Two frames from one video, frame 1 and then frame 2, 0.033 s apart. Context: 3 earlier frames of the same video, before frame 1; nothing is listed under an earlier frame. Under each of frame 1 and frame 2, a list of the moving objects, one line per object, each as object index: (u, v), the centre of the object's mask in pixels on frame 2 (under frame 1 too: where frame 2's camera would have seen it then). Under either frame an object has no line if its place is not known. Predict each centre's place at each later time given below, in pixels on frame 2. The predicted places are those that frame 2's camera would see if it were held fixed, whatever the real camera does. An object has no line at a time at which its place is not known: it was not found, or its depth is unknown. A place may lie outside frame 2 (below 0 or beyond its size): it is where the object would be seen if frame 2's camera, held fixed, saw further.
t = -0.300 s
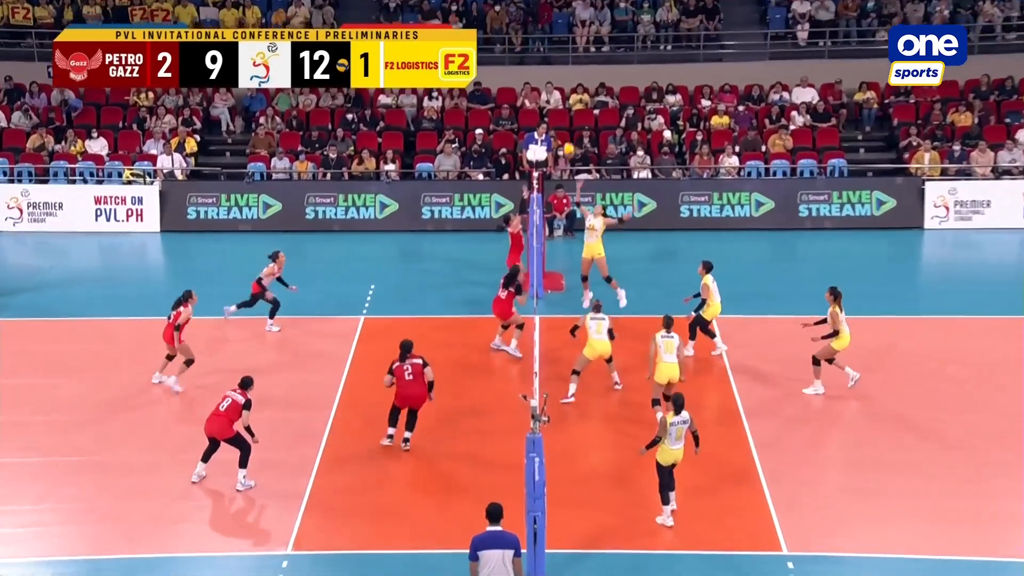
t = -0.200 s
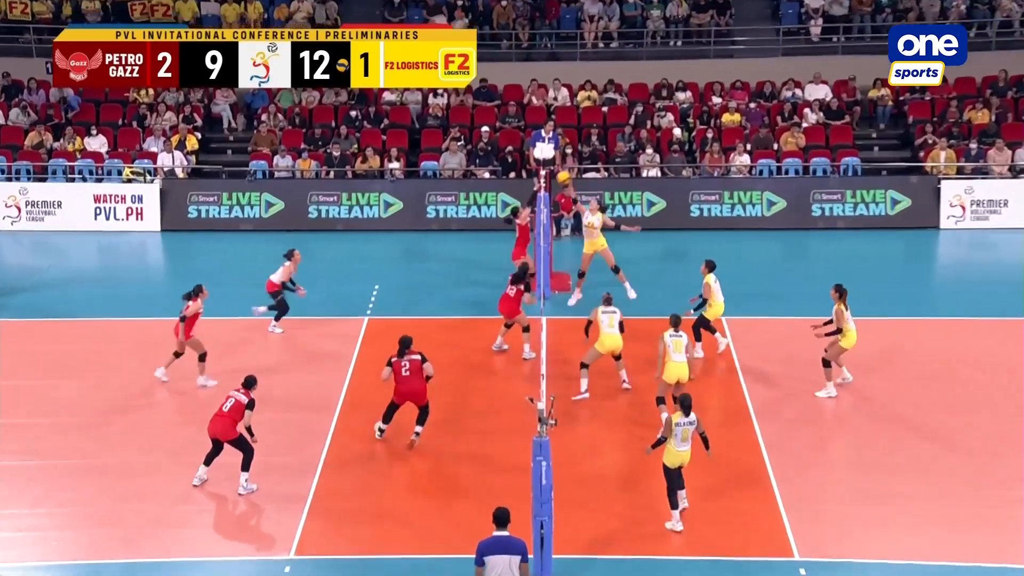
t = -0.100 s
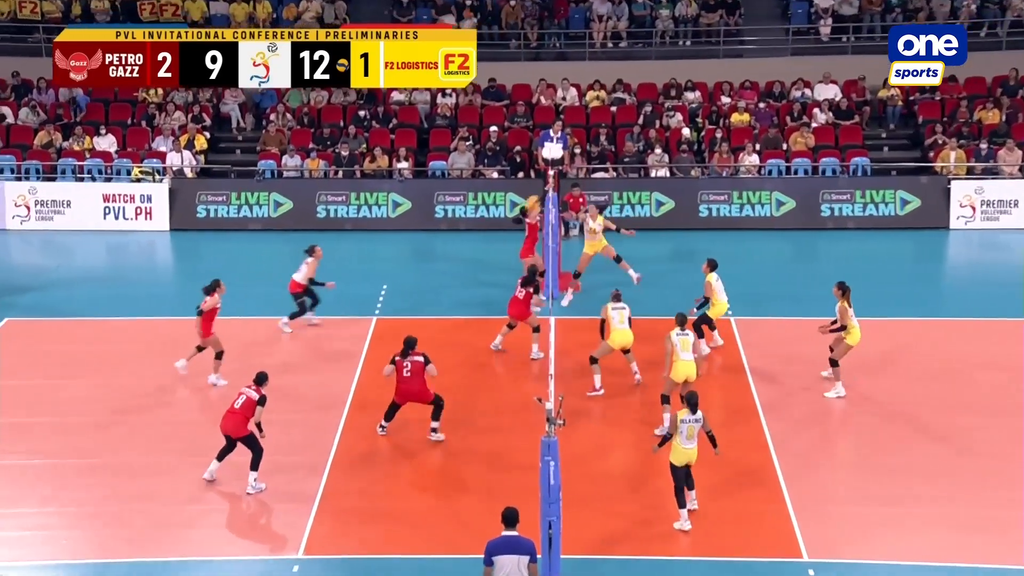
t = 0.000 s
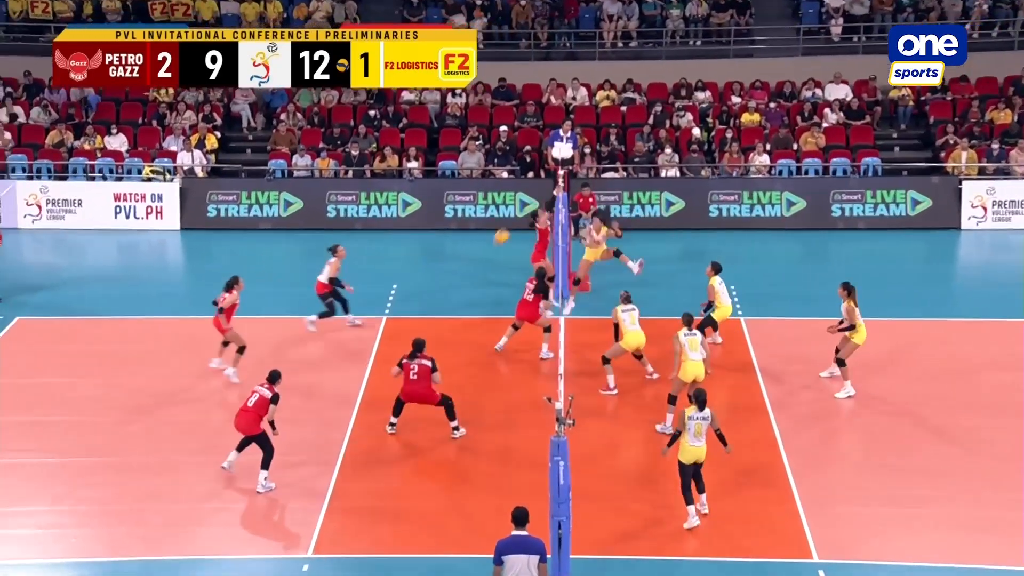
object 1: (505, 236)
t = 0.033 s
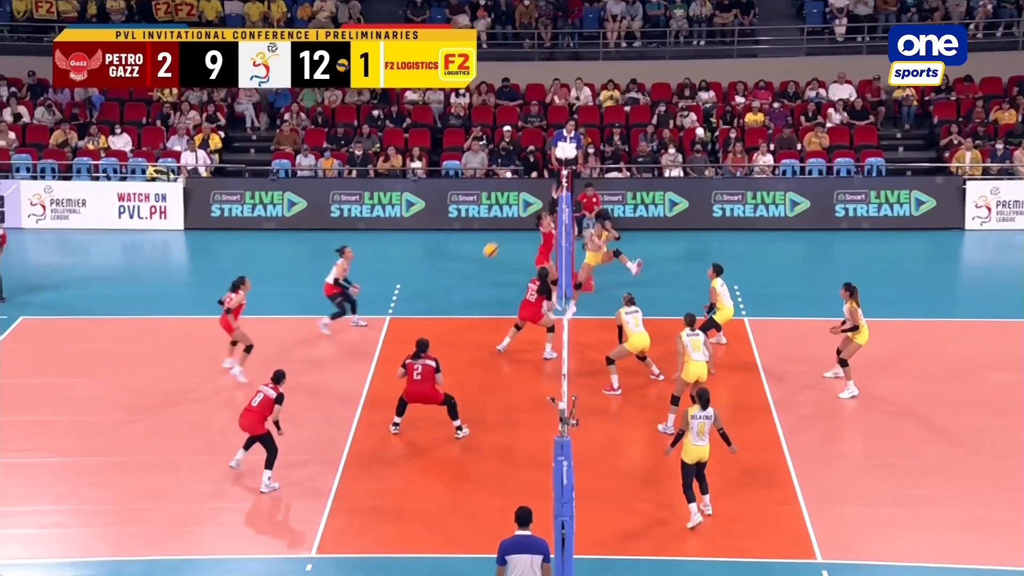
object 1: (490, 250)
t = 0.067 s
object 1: (476, 263)
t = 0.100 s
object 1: (463, 277)
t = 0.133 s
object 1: (449, 291)
